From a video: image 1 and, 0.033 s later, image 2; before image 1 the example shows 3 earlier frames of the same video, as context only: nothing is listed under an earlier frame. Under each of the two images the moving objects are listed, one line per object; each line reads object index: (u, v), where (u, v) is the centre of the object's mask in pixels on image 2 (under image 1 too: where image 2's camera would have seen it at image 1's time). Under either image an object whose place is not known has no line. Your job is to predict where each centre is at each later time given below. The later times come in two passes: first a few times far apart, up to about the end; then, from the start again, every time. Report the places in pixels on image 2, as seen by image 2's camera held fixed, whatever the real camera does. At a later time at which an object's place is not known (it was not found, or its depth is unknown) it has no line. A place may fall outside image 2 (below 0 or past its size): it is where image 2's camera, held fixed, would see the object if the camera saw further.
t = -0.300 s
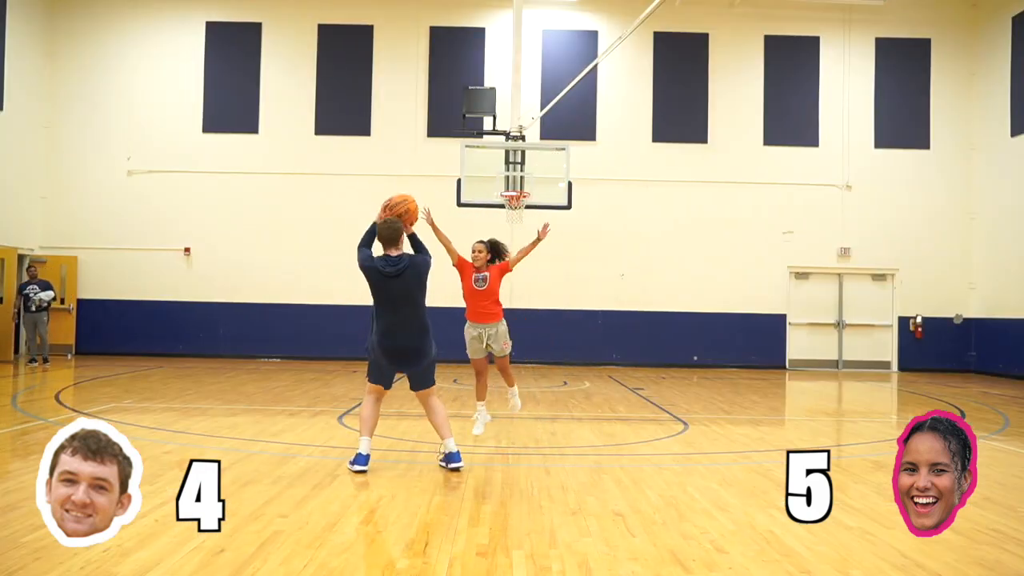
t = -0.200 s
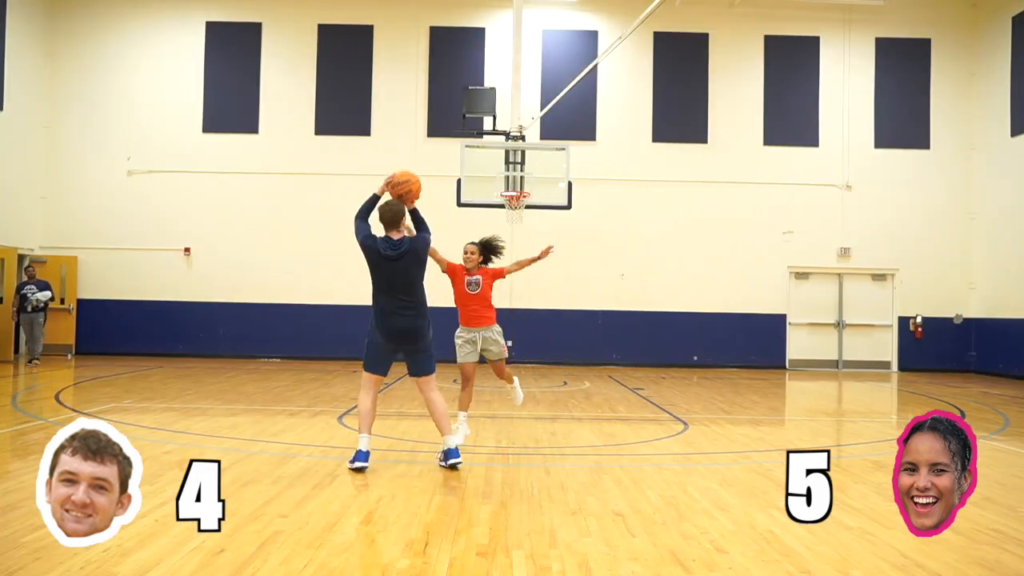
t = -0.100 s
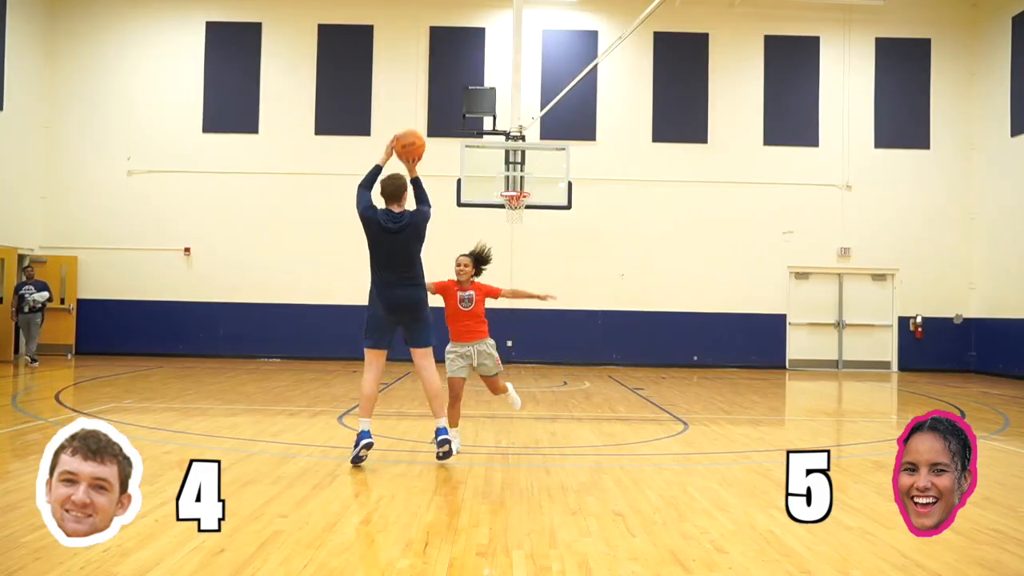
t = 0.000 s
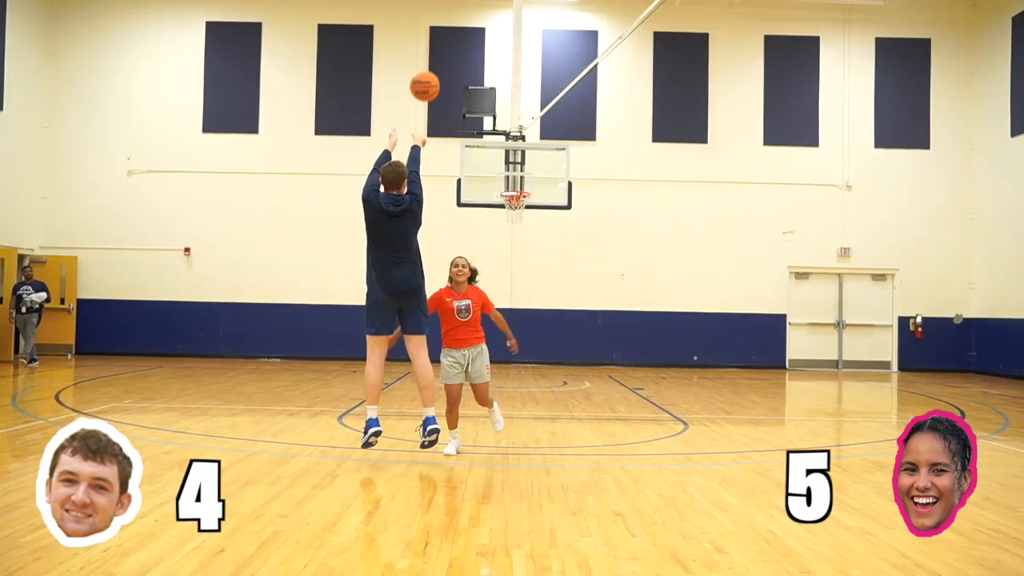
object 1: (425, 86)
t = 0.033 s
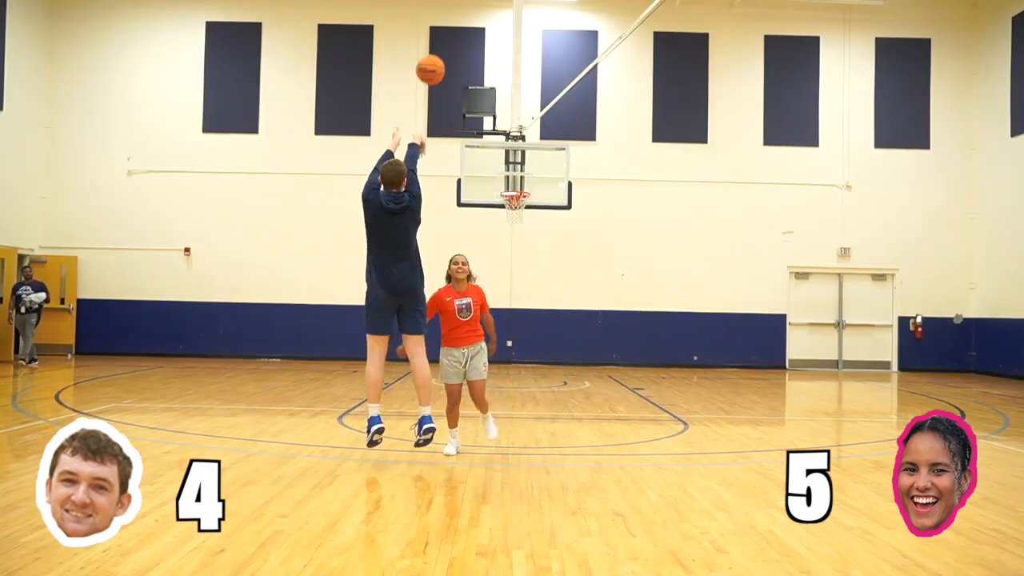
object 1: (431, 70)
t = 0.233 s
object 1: (457, 11)
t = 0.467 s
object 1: (478, 6)
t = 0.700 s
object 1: (494, 35)
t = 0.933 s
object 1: (506, 96)
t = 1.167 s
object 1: (516, 177)
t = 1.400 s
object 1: (510, 201)
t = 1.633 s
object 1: (509, 211)
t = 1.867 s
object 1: (511, 260)
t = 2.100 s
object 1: (512, 340)
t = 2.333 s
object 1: (514, 334)
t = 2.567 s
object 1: (517, 294)
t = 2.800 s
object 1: (519, 286)
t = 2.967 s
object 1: (520, 300)
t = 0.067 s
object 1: (436, 55)
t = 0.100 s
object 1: (440, 43)
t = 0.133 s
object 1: (445, 32)
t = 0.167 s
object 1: (449, 24)
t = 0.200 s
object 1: (454, 16)
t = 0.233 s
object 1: (457, 11)
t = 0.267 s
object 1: (461, 8)
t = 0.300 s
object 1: (464, 6)
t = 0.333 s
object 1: (467, 5)
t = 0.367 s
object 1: (470, 5)
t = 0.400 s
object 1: (473, 5)
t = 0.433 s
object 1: (476, 5)
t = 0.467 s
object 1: (478, 6)
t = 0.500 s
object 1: (481, 7)
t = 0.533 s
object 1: (483, 8)
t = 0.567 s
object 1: (486, 12)
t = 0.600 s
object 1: (488, 16)
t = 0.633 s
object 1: (490, 22)
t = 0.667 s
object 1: (492, 28)
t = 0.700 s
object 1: (494, 35)
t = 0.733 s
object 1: (496, 42)
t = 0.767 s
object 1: (498, 50)
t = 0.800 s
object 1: (500, 58)
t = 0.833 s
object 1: (501, 67)
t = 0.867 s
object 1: (503, 76)
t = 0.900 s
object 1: (505, 86)
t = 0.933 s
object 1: (506, 96)
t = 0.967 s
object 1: (508, 107)
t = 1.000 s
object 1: (509, 118)
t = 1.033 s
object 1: (511, 129)
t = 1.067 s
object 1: (512, 141)
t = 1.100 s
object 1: (514, 153)
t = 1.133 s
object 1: (515, 164)
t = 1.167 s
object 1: (516, 177)
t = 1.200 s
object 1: (518, 188)
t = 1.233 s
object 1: (511, 199)
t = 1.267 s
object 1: (511, 202)
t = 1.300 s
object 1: (509, 203)
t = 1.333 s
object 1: (509, 201)
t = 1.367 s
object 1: (509, 201)
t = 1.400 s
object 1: (510, 201)
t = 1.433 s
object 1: (510, 201)
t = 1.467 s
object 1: (510, 201)
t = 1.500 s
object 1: (510, 202)
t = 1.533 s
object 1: (509, 202)
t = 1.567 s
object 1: (509, 205)
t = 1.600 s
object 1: (509, 208)
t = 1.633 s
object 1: (509, 211)
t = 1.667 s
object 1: (510, 217)
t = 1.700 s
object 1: (510, 222)
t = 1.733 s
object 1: (510, 228)
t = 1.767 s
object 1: (511, 235)
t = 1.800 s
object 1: (511, 243)
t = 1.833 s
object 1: (511, 251)
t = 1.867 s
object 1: (511, 260)
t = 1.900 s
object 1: (511, 269)
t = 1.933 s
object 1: (512, 279)
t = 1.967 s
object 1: (512, 290)
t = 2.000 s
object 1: (512, 302)
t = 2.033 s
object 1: (512, 314)
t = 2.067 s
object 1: (512, 327)
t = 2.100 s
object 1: (512, 340)
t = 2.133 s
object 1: (512, 354)
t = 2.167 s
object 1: (512, 368)
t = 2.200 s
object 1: (512, 372)
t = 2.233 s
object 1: (513, 362)
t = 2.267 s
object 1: (514, 352)
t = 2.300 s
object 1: (514, 343)
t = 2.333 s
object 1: (514, 334)
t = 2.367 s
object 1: (515, 326)
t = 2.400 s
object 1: (515, 319)
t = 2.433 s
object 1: (516, 313)
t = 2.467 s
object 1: (516, 307)
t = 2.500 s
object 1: (516, 302)
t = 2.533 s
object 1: (517, 298)
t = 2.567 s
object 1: (517, 294)
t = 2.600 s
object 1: (517, 291)
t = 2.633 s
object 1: (518, 289)
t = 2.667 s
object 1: (518, 287)
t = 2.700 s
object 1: (519, 286)
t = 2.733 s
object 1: (519, 285)
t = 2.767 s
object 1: (519, 286)
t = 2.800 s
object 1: (519, 286)
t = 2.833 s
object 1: (519, 288)
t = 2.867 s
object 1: (520, 290)
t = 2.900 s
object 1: (520, 293)
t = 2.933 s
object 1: (520, 296)
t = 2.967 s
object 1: (520, 300)
